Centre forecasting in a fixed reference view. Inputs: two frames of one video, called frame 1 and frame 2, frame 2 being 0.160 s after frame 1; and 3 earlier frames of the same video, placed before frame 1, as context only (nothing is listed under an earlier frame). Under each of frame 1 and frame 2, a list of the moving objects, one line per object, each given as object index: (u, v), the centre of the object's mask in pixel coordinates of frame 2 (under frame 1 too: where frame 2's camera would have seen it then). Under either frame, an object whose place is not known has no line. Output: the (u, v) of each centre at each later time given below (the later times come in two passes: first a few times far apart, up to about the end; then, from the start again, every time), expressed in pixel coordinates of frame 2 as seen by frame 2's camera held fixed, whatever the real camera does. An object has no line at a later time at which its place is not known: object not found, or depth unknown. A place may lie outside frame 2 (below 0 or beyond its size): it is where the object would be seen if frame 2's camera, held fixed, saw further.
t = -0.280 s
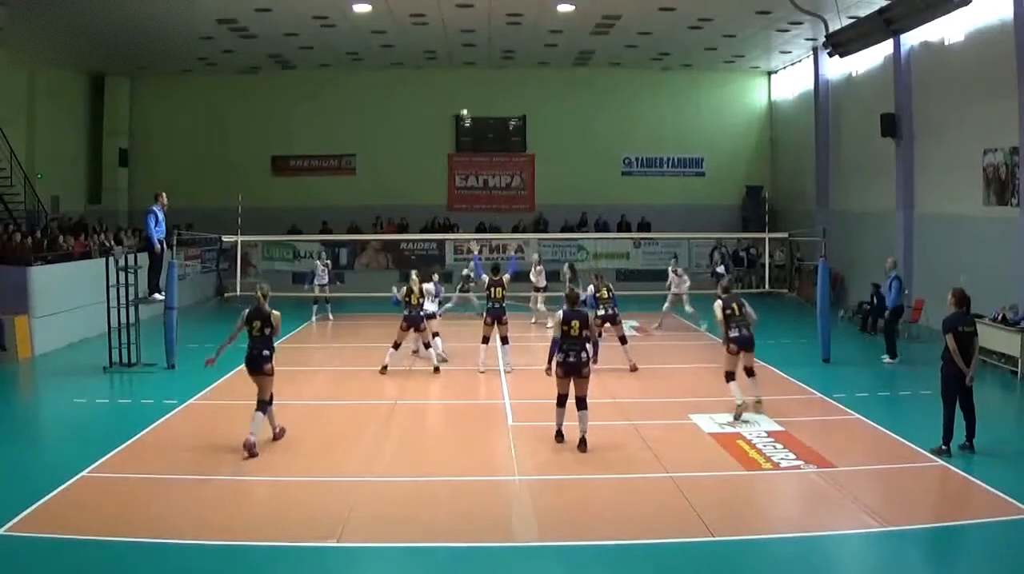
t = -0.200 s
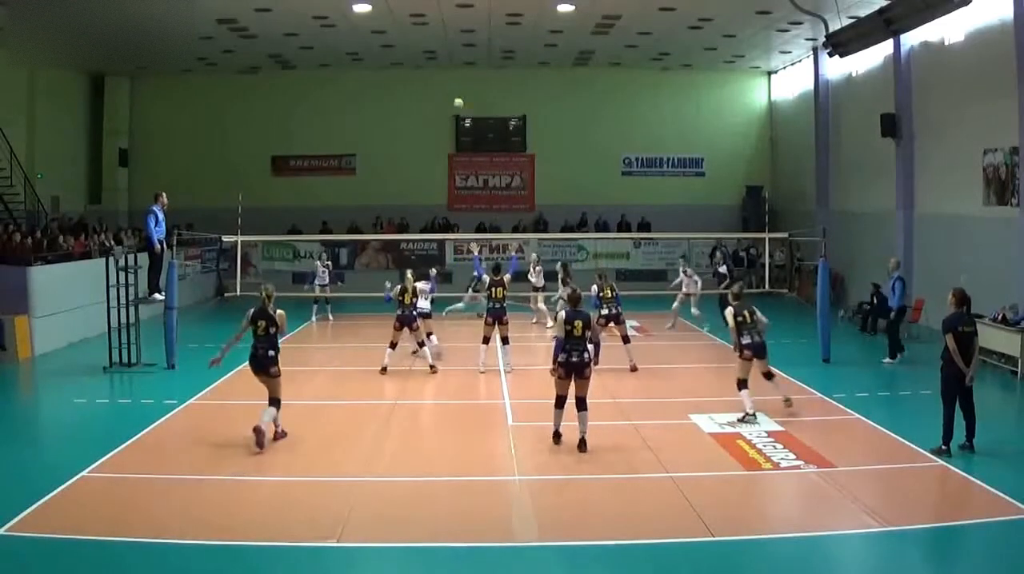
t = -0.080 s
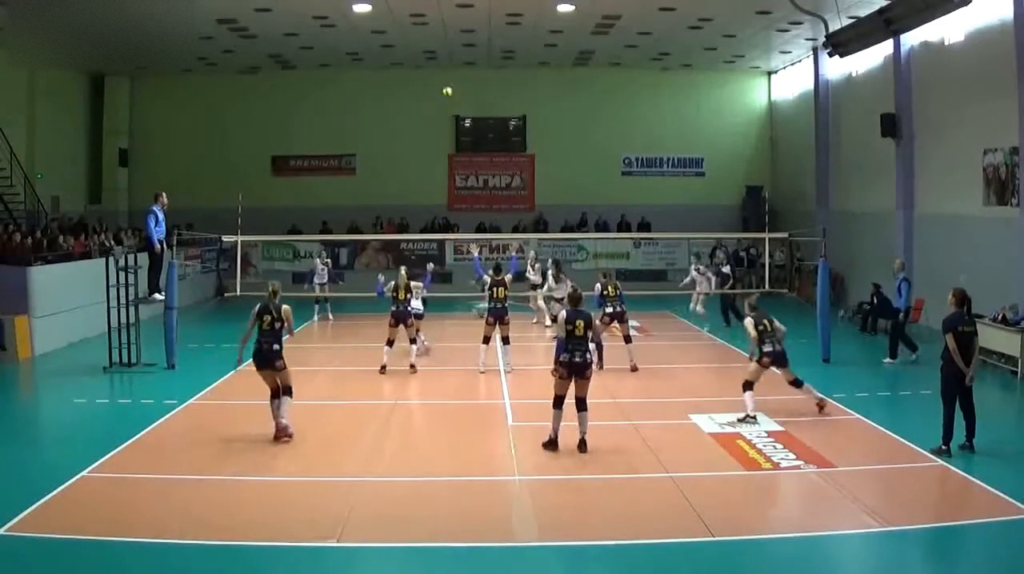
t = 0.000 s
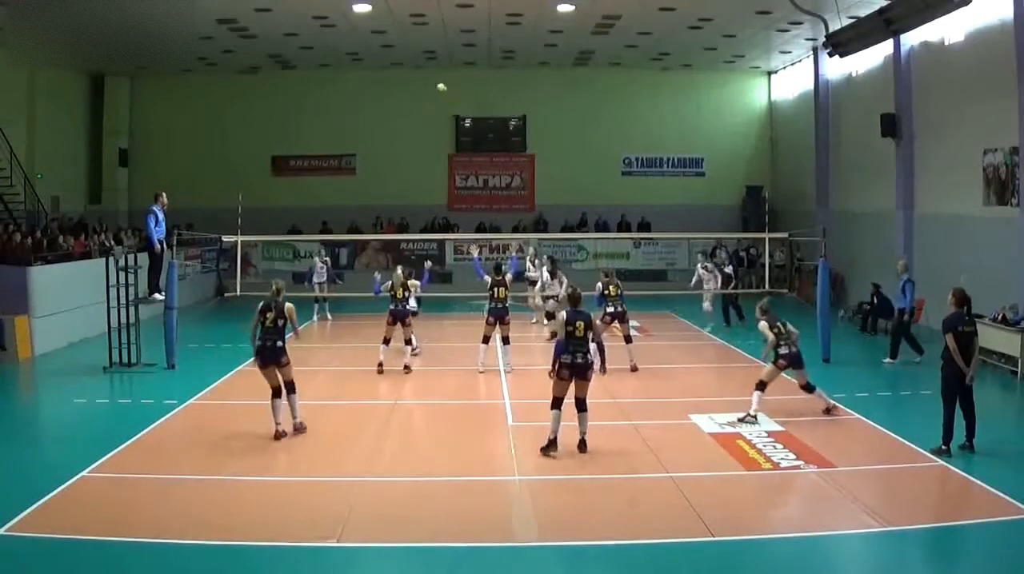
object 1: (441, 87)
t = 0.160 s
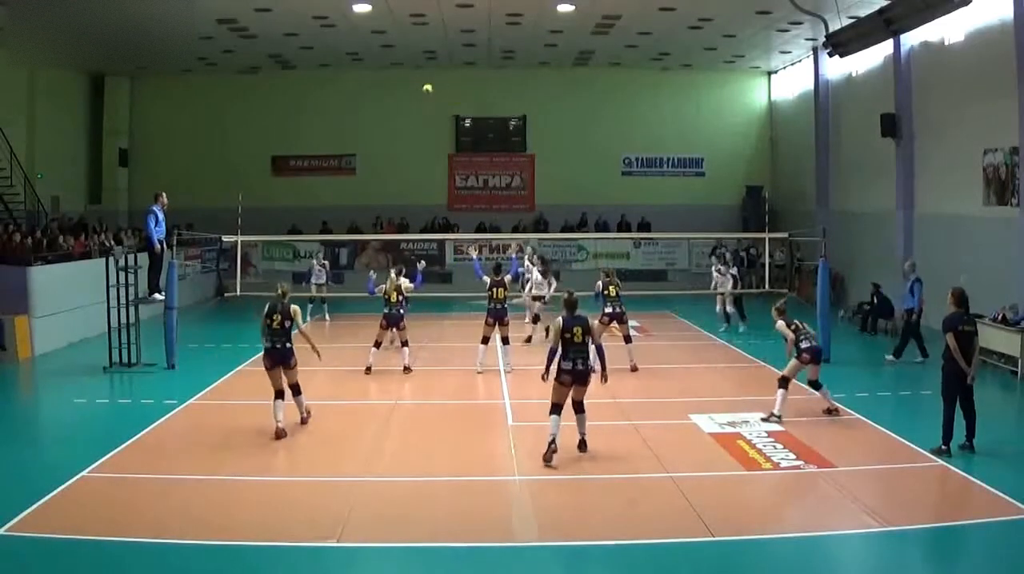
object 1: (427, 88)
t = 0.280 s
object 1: (418, 97)
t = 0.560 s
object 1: (395, 142)
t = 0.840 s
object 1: (372, 224)
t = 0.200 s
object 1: (423, 90)
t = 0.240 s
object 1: (421, 93)
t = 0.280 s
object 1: (418, 97)
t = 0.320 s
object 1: (414, 101)
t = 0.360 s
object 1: (411, 106)
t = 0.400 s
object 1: (407, 111)
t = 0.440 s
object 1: (404, 117)
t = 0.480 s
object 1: (401, 125)
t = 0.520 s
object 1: (398, 133)
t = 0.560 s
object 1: (395, 142)
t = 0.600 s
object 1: (391, 151)
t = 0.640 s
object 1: (388, 161)
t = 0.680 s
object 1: (385, 172)
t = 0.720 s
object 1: (381, 182)
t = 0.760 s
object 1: (379, 196)
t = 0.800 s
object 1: (376, 210)
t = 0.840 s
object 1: (372, 224)
